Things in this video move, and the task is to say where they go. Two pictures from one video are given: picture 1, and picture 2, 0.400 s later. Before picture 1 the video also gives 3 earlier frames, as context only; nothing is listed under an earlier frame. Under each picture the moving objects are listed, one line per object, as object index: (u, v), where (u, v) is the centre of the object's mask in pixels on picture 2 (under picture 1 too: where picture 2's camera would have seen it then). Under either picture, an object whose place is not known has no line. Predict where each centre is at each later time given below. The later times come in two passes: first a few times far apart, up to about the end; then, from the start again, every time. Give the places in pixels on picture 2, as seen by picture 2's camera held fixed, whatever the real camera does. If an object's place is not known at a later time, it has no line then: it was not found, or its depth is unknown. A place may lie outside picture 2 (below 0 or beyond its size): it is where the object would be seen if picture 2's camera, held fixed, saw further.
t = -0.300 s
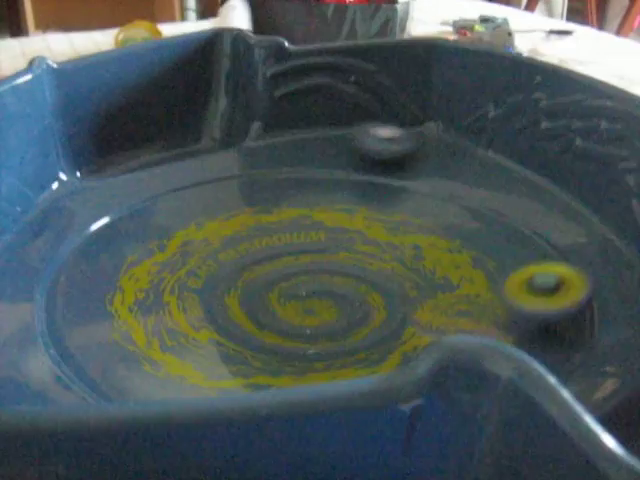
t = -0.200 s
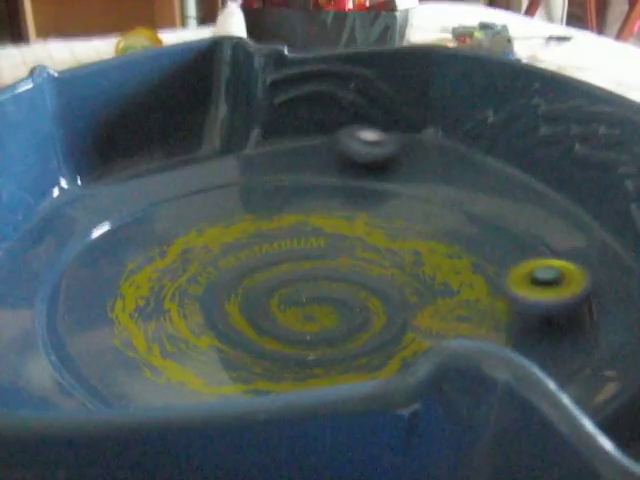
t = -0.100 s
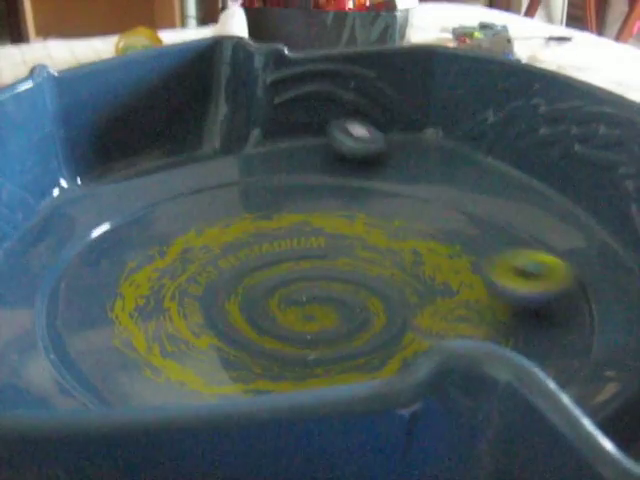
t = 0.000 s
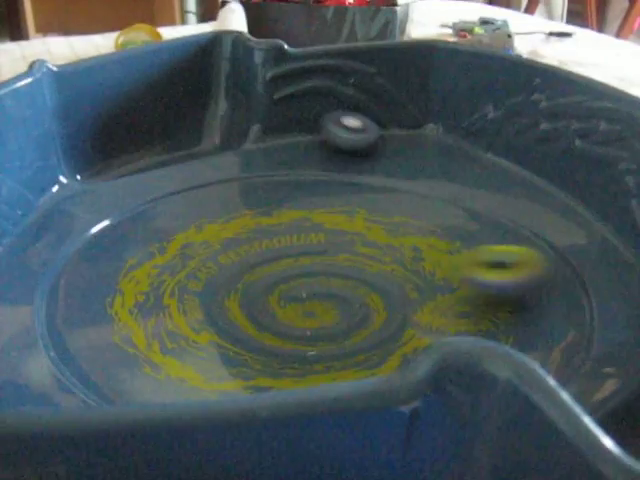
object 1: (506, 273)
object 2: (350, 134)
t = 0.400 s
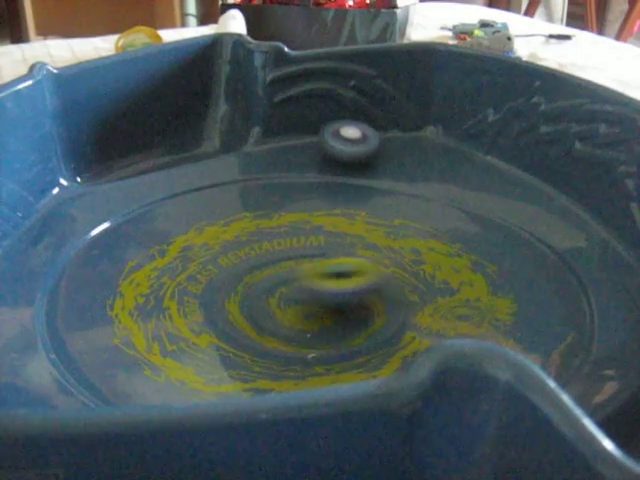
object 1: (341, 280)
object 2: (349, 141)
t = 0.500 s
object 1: (308, 282)
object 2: (353, 144)
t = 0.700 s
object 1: (255, 289)
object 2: (361, 151)
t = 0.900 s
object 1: (269, 305)
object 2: (360, 167)
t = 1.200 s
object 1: (296, 289)
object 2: (362, 211)
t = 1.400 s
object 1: (281, 270)
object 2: (383, 234)
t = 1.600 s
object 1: (267, 257)
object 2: (406, 254)
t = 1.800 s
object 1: (267, 262)
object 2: (426, 273)
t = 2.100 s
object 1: (291, 251)
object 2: (453, 292)
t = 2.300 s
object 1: (319, 249)
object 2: (465, 307)
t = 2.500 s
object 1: (342, 251)
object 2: (465, 314)
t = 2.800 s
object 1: (365, 257)
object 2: (438, 323)
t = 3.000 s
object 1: (381, 265)
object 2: (408, 324)
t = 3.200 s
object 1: (389, 264)
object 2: (375, 326)
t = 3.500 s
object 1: (345, 269)
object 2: (319, 322)
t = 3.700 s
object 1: (337, 279)
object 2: (263, 324)
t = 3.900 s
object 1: (330, 288)
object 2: (249, 317)
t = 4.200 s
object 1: (324, 294)
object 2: (231, 303)
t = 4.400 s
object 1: (322, 296)
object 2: (223, 292)
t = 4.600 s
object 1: (315, 288)
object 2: (220, 279)
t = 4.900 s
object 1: (307, 278)
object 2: (231, 259)
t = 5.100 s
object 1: (314, 272)
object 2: (240, 252)
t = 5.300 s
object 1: (323, 268)
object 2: (248, 247)
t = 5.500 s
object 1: (329, 269)
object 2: (268, 239)
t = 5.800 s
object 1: (345, 273)
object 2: (297, 235)
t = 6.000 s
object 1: (350, 276)
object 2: (322, 233)
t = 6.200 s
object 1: (354, 279)
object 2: (320, 236)
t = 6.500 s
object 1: (357, 292)
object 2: (359, 241)
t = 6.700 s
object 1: (353, 295)
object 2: (376, 247)
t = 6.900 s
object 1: (341, 301)
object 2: (388, 253)
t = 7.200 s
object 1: (315, 315)
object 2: (414, 247)
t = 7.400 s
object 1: (314, 304)
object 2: (417, 258)
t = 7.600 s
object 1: (270, 297)
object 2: (405, 272)
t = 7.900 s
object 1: (259, 279)
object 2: (363, 295)
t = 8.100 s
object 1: (265, 260)
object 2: (335, 308)
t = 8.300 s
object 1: (281, 254)
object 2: (325, 322)
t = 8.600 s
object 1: (315, 249)
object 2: (312, 329)
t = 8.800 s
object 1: (341, 251)
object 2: (291, 329)
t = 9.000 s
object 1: (363, 257)
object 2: (270, 324)
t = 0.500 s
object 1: (308, 282)
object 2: (353, 144)
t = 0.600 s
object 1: (282, 285)
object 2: (357, 147)
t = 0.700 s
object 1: (255, 289)
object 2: (361, 151)
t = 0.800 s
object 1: (259, 297)
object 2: (364, 157)
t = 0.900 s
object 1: (269, 305)
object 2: (360, 167)
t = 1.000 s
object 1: (280, 306)
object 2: (350, 184)
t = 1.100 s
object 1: (298, 302)
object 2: (354, 198)
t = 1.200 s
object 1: (296, 289)
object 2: (362, 211)
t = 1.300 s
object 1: (289, 277)
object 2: (374, 222)
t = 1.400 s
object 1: (281, 270)
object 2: (383, 234)
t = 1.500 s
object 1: (272, 261)
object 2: (395, 246)
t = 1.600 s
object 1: (267, 257)
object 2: (406, 254)
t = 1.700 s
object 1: (266, 266)
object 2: (416, 264)
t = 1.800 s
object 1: (267, 262)
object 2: (426, 273)
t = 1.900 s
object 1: (279, 255)
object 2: (434, 281)
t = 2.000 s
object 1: (293, 249)
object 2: (443, 287)
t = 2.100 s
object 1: (291, 251)
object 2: (453, 292)
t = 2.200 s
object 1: (312, 249)
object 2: (459, 299)
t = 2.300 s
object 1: (319, 249)
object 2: (465, 307)
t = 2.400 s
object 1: (333, 249)
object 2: (466, 310)
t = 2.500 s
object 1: (342, 251)
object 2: (465, 314)
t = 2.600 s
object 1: (349, 252)
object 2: (461, 318)
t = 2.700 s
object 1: (364, 256)
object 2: (451, 320)
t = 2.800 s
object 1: (365, 257)
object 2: (438, 323)
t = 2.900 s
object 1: (381, 264)
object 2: (425, 324)
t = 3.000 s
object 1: (381, 265)
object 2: (408, 324)
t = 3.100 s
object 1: (392, 271)
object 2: (396, 323)
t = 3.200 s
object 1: (389, 264)
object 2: (375, 326)
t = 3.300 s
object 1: (361, 257)
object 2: (358, 329)
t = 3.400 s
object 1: (359, 260)
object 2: (346, 325)
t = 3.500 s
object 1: (345, 269)
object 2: (319, 322)
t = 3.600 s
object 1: (338, 273)
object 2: (294, 324)
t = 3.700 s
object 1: (337, 279)
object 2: (263, 324)
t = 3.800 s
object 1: (333, 284)
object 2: (259, 321)
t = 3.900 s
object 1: (330, 288)
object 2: (249, 317)
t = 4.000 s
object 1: (329, 292)
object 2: (244, 314)
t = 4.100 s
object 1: (326, 295)
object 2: (237, 308)
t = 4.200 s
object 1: (324, 294)
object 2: (231, 303)
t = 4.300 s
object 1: (323, 296)
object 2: (226, 298)
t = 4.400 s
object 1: (322, 296)
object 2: (223, 292)
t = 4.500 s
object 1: (319, 291)
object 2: (221, 286)
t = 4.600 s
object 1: (315, 288)
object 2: (220, 279)
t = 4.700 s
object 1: (312, 285)
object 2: (221, 272)
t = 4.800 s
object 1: (310, 282)
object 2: (226, 264)
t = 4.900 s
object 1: (307, 278)
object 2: (231, 259)
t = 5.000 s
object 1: (312, 275)
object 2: (233, 254)
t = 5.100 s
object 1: (314, 272)
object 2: (240, 252)
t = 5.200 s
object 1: (322, 267)
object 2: (245, 248)
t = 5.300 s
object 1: (323, 268)
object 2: (248, 247)
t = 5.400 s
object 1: (329, 268)
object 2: (255, 246)
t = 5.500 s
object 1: (329, 269)
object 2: (268, 239)
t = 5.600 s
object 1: (341, 271)
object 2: (275, 239)
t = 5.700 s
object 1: (340, 272)
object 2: (285, 237)
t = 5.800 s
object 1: (345, 273)
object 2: (297, 235)
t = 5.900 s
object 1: (348, 274)
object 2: (310, 234)
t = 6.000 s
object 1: (350, 276)
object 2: (322, 233)
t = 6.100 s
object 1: (352, 278)
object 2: (321, 231)
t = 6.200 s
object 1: (354, 279)
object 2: (320, 236)
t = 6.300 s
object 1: (355, 282)
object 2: (337, 236)
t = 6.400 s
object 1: (356, 283)
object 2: (347, 238)
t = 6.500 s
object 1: (357, 292)
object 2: (359, 241)
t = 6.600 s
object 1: (354, 293)
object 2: (369, 245)
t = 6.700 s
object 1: (353, 295)
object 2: (376, 247)
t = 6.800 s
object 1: (352, 295)
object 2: (381, 252)
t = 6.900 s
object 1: (341, 301)
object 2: (388, 253)
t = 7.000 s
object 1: (323, 312)
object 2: (402, 242)
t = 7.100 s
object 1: (315, 317)
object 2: (409, 243)
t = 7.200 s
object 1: (315, 315)
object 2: (414, 247)
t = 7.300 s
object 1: (312, 311)
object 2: (417, 252)
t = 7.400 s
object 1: (314, 304)
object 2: (417, 258)
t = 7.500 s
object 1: (291, 302)
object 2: (413, 266)
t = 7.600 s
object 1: (270, 297)
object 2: (405, 272)
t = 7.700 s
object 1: (269, 292)
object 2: (386, 280)
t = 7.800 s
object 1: (261, 286)
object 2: (374, 290)
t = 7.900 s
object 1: (259, 279)
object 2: (363, 295)
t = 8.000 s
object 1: (261, 271)
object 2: (349, 298)
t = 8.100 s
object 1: (265, 260)
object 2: (335, 308)
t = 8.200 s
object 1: (272, 257)
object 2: (329, 317)
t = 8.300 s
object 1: (281, 254)
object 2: (325, 322)
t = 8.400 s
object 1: (292, 251)
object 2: (315, 329)
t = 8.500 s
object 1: (303, 250)
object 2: (313, 331)
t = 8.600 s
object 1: (315, 249)
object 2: (312, 329)
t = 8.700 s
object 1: (329, 250)
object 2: (300, 329)
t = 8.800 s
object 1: (341, 251)
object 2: (291, 329)
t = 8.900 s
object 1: (352, 253)
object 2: (282, 328)
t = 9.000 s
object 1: (363, 257)
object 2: (270, 324)
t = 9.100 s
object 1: (375, 262)
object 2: (257, 320)
